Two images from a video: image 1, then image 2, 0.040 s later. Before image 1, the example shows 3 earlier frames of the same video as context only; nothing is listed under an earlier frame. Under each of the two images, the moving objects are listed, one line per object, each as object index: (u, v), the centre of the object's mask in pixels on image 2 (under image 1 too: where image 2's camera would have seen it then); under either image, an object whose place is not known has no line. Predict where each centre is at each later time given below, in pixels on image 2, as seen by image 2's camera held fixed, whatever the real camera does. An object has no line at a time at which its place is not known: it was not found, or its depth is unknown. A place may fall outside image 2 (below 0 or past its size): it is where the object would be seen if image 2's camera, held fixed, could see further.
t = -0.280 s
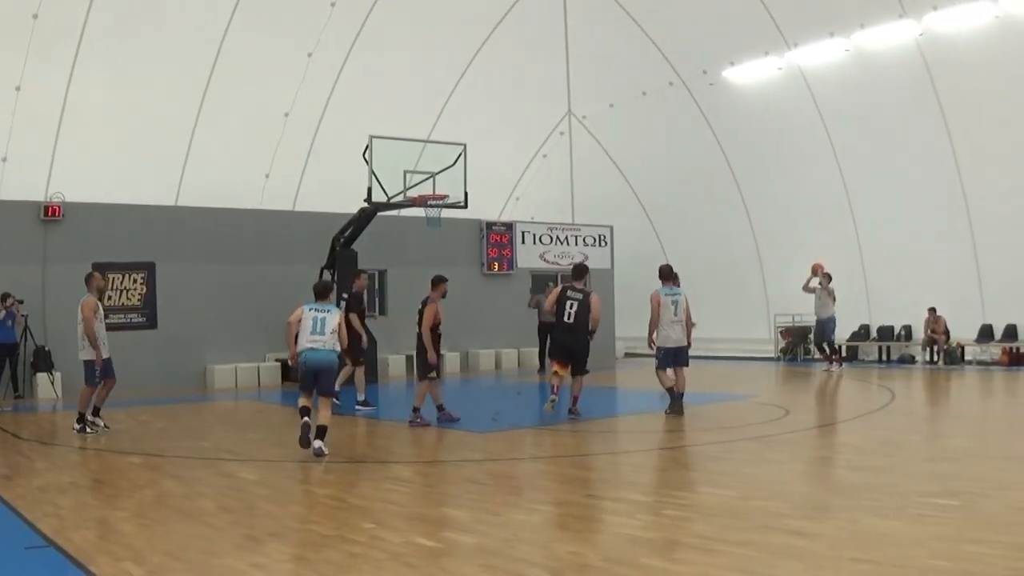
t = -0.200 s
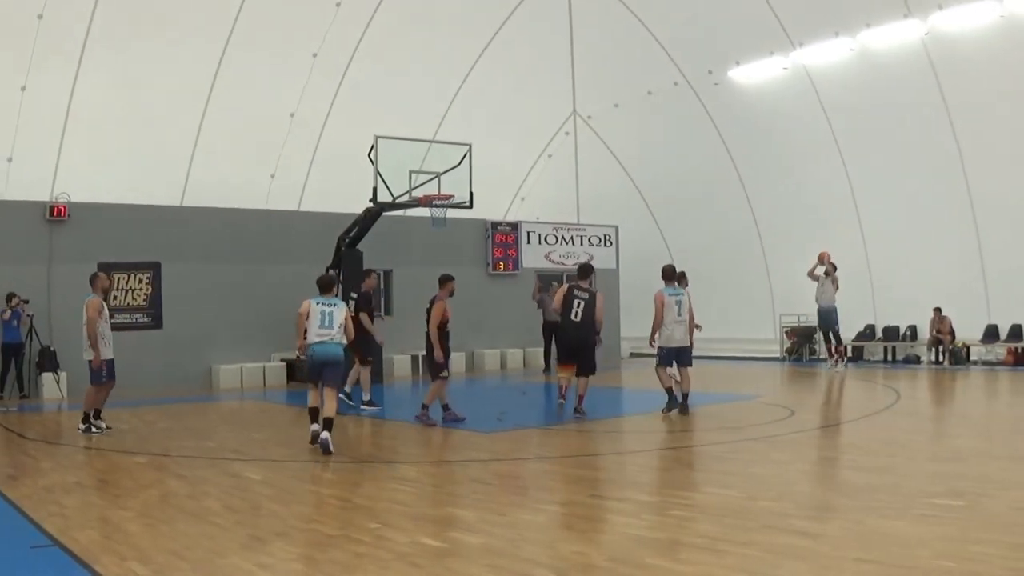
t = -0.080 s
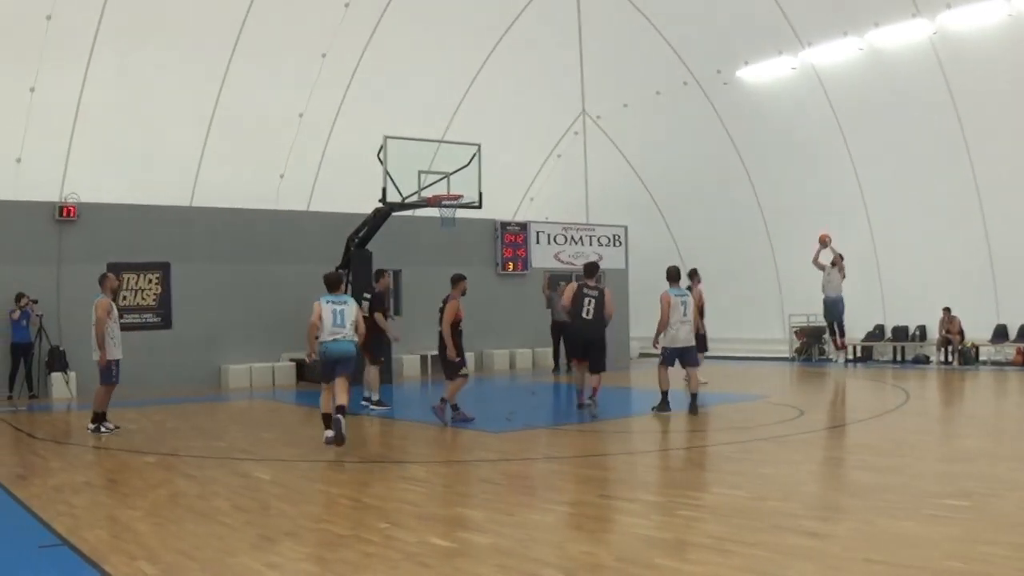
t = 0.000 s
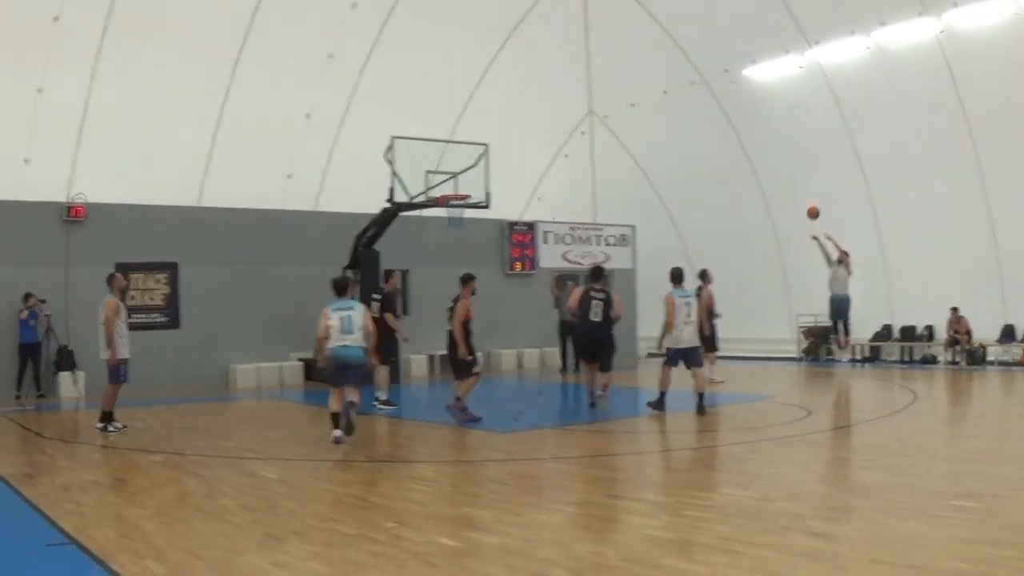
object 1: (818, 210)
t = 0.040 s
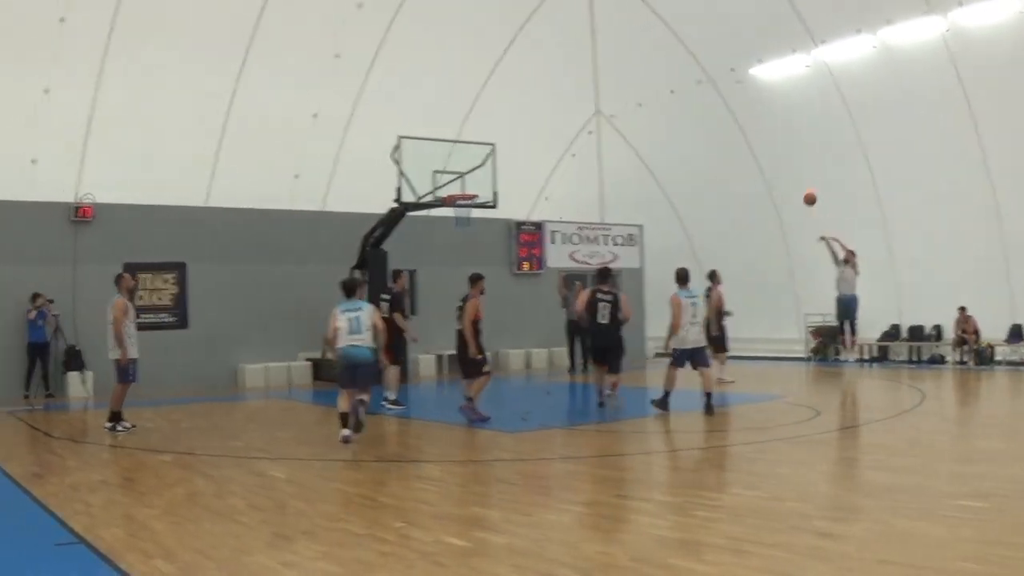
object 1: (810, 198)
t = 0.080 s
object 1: (803, 187)
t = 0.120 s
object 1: (798, 175)
